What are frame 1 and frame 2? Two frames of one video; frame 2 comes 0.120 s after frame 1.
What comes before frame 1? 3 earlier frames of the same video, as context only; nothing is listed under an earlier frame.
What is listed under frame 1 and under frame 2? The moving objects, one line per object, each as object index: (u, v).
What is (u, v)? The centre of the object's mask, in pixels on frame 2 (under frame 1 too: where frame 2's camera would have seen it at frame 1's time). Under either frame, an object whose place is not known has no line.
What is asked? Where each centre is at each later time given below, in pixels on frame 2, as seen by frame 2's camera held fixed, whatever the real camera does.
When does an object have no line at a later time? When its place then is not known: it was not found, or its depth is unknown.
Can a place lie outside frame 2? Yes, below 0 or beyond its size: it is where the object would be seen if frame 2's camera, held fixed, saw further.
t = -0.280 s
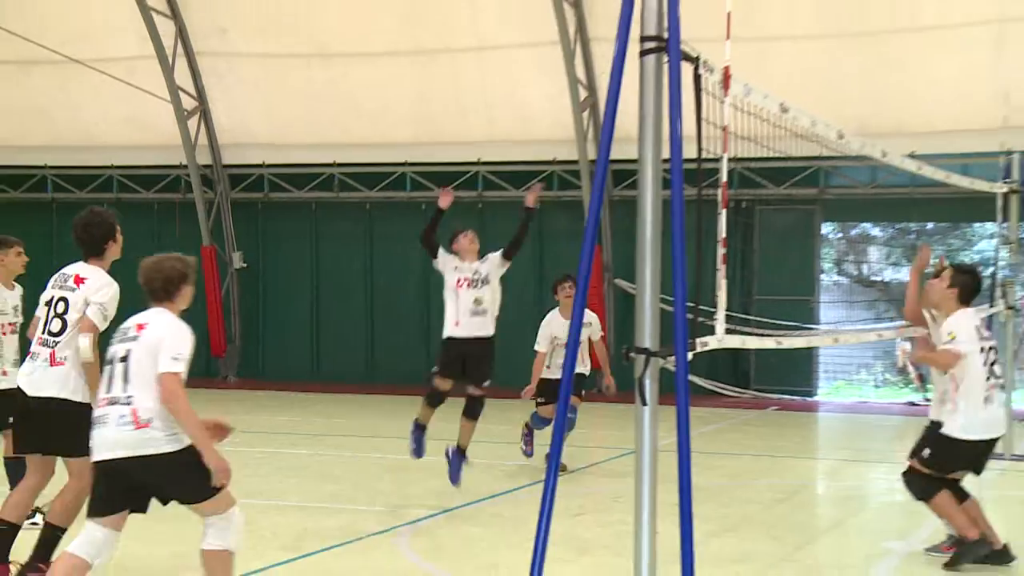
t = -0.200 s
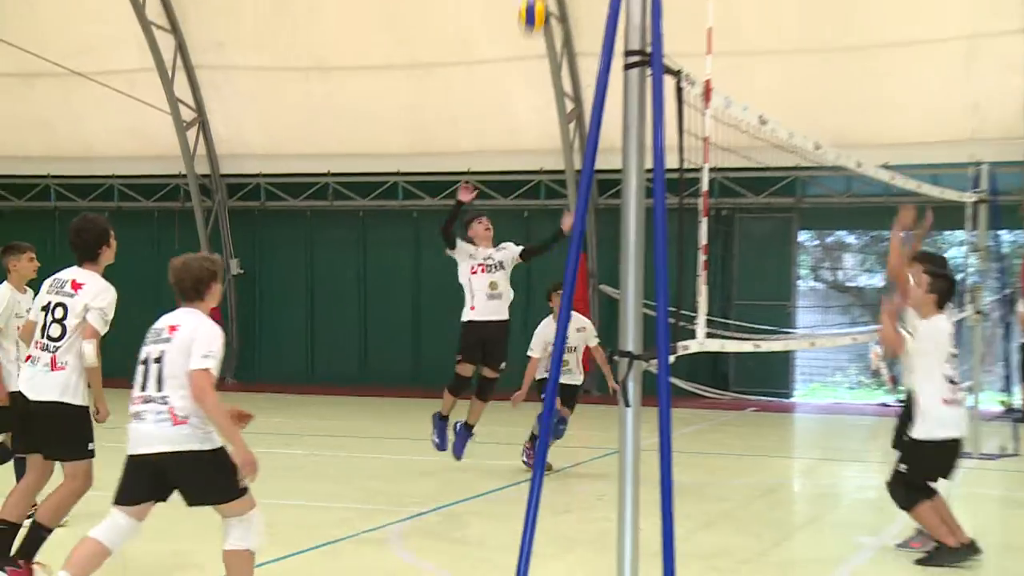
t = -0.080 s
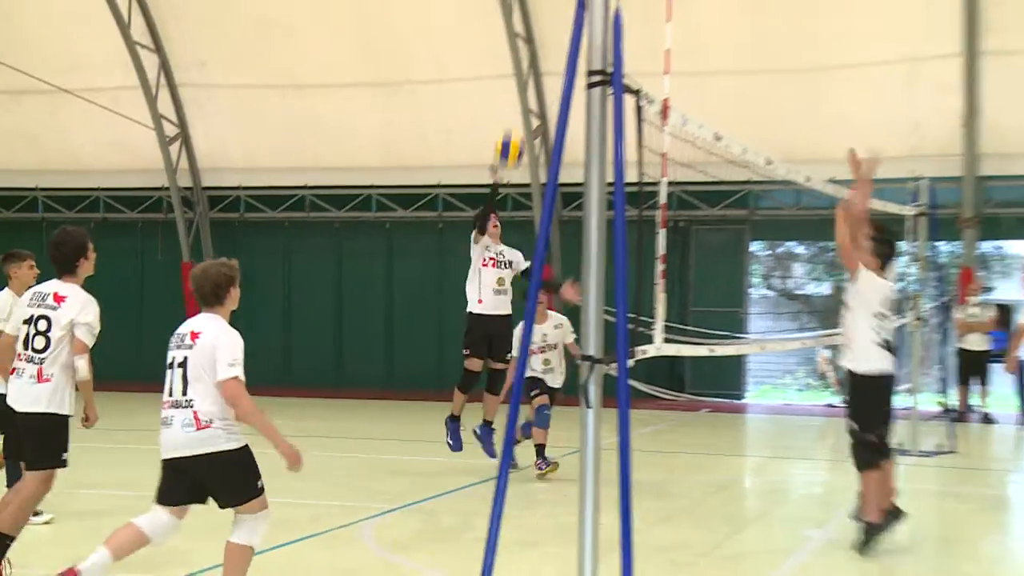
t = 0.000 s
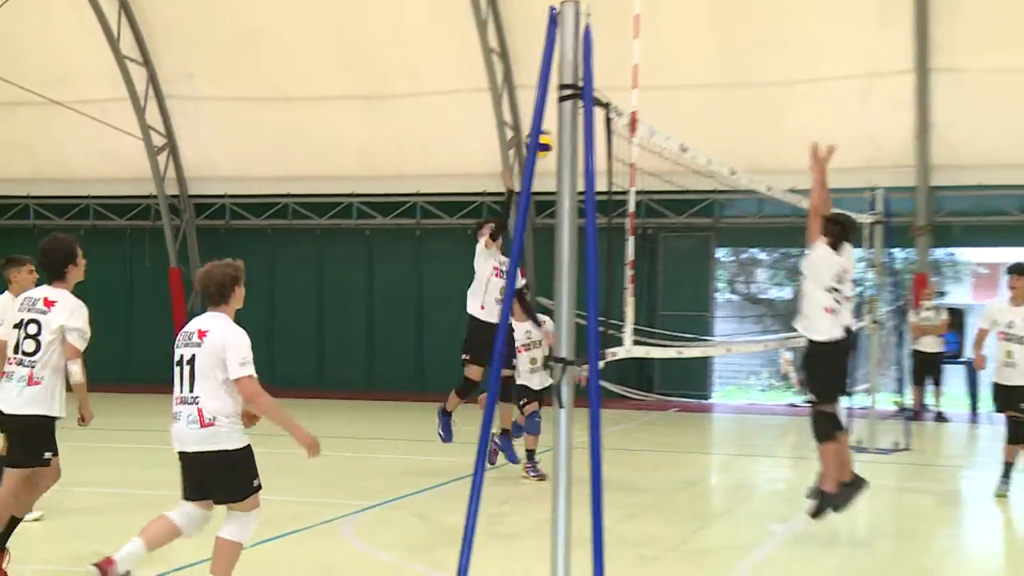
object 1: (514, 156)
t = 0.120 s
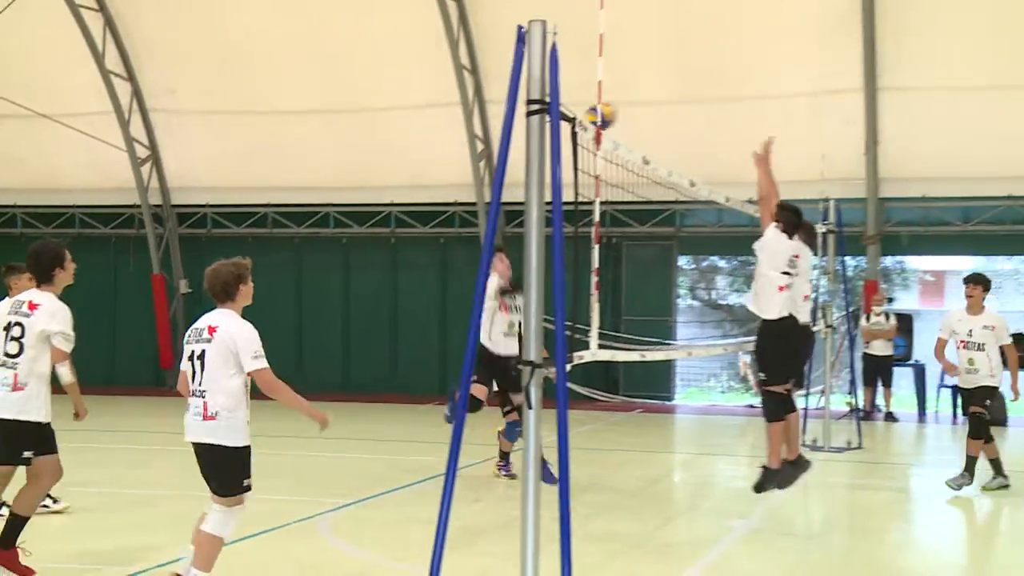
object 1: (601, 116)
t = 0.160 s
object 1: (635, 110)
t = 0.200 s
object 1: (668, 101)
